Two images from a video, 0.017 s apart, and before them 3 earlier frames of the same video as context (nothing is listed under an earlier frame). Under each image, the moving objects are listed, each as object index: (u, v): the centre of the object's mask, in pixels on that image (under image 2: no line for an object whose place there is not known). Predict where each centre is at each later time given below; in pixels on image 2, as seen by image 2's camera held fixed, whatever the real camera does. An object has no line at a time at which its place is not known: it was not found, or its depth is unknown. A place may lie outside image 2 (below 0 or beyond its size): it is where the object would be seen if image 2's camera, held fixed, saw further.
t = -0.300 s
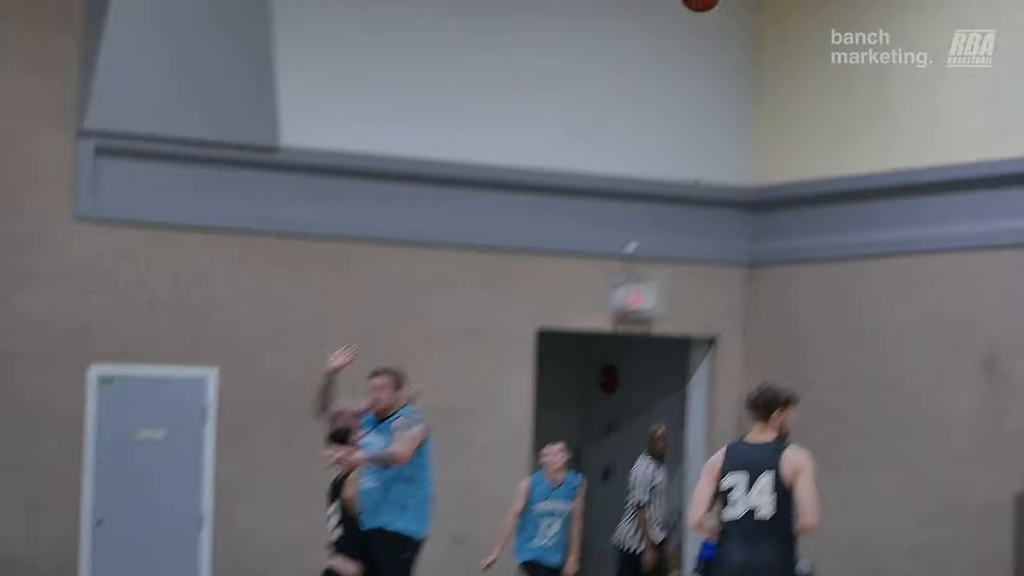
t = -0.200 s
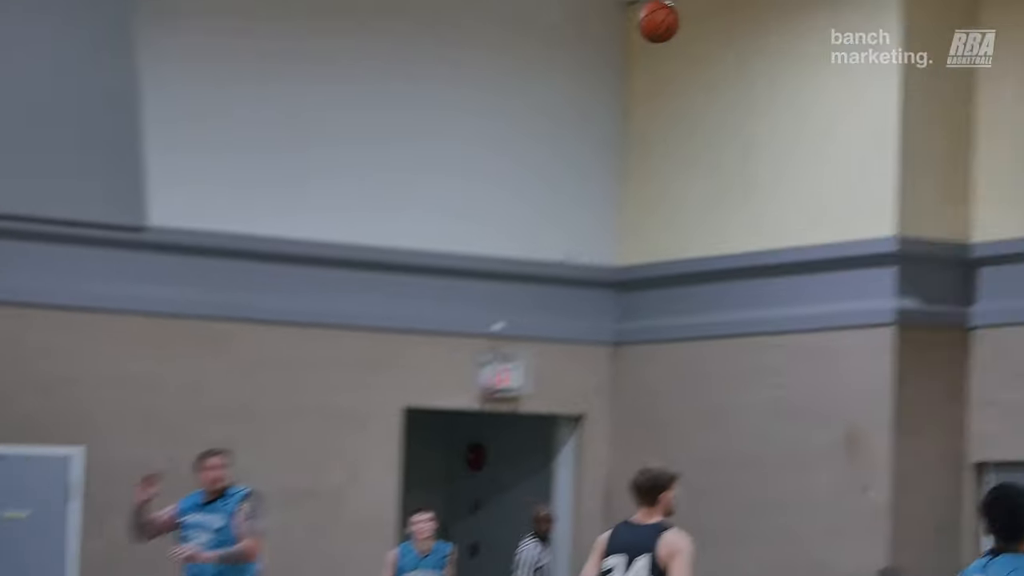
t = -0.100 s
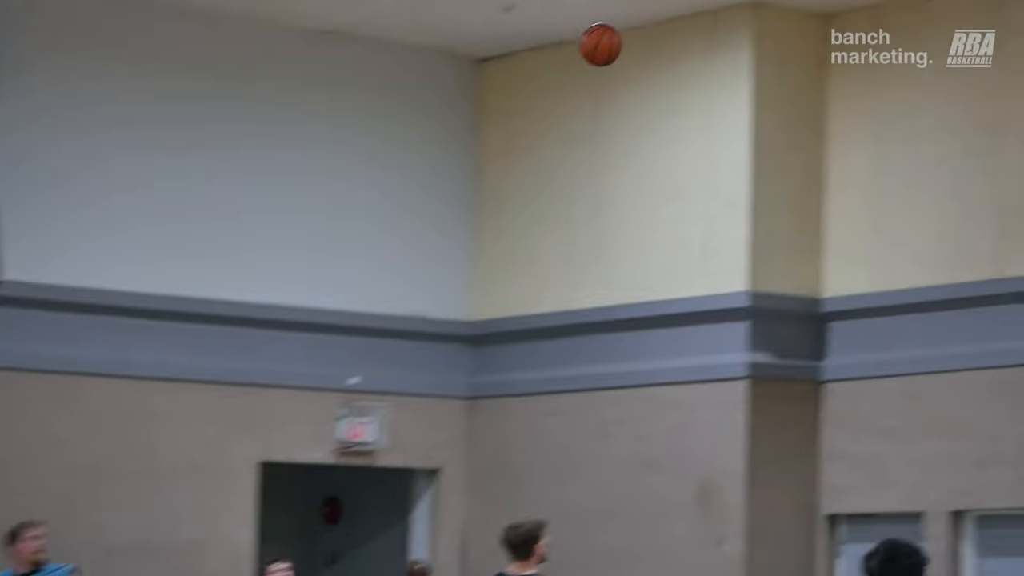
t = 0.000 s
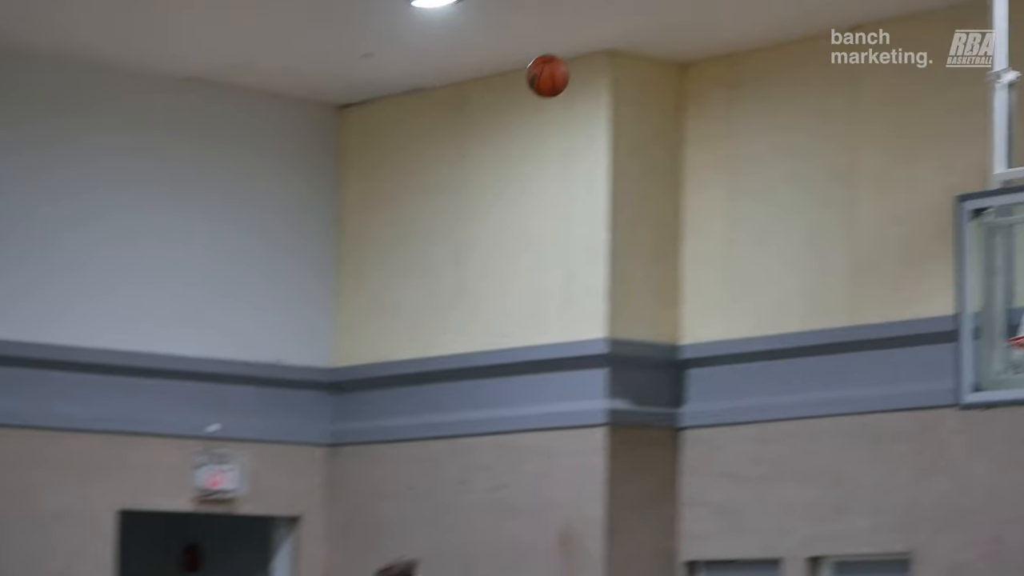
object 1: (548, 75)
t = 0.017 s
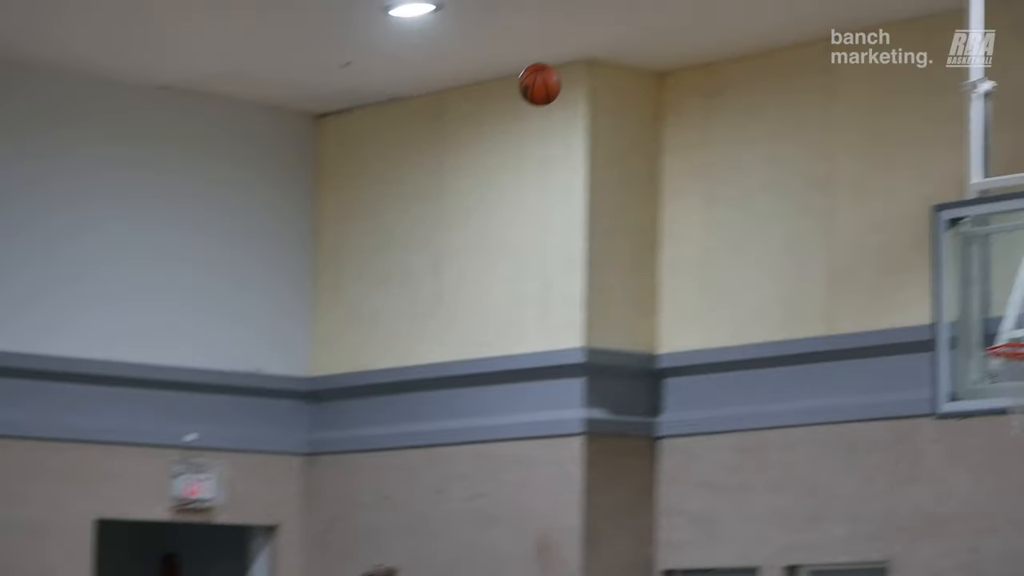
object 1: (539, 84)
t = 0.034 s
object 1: (553, 84)
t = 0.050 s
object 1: (567, 85)
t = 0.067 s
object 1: (582, 86)
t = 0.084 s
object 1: (595, 88)
